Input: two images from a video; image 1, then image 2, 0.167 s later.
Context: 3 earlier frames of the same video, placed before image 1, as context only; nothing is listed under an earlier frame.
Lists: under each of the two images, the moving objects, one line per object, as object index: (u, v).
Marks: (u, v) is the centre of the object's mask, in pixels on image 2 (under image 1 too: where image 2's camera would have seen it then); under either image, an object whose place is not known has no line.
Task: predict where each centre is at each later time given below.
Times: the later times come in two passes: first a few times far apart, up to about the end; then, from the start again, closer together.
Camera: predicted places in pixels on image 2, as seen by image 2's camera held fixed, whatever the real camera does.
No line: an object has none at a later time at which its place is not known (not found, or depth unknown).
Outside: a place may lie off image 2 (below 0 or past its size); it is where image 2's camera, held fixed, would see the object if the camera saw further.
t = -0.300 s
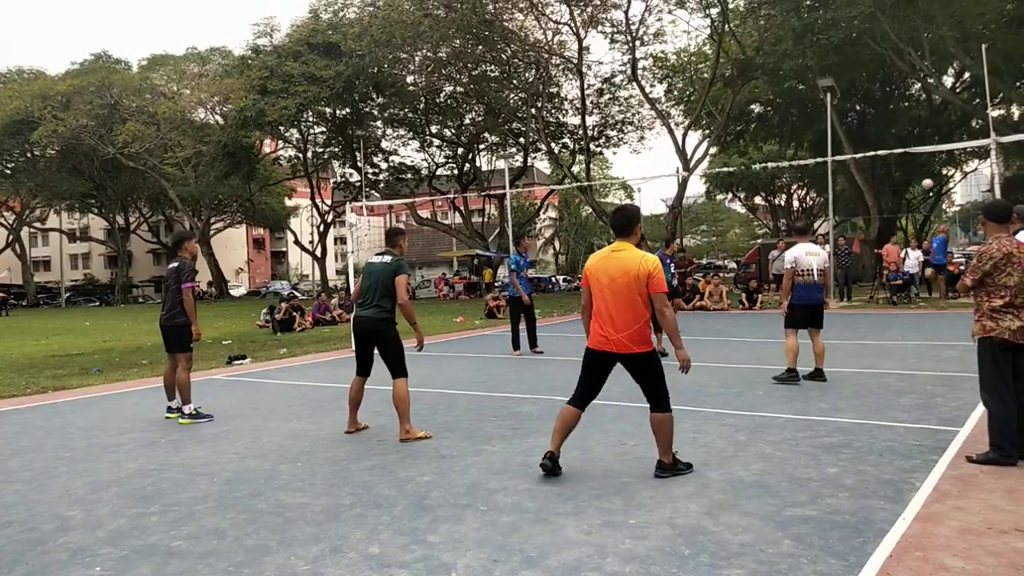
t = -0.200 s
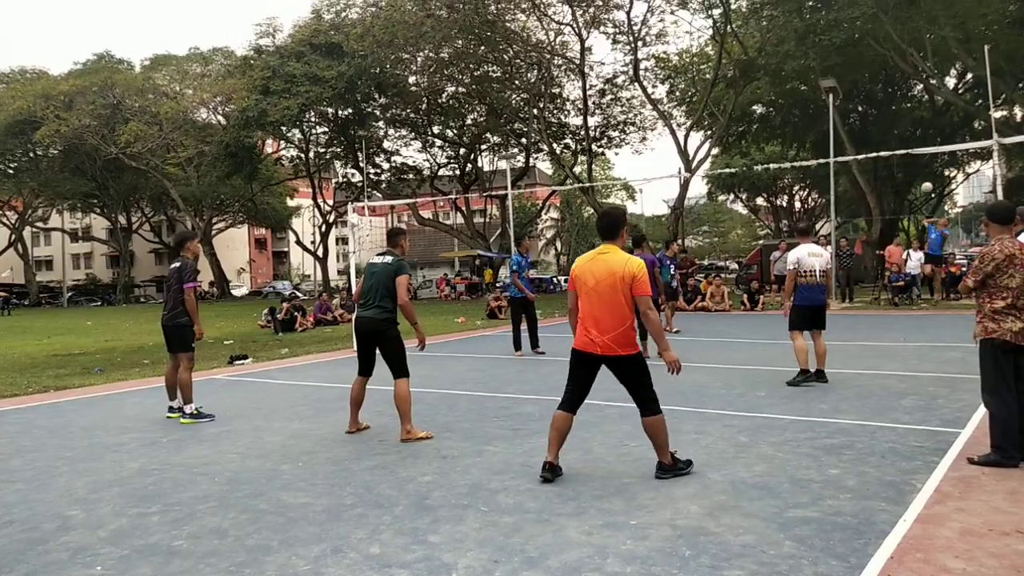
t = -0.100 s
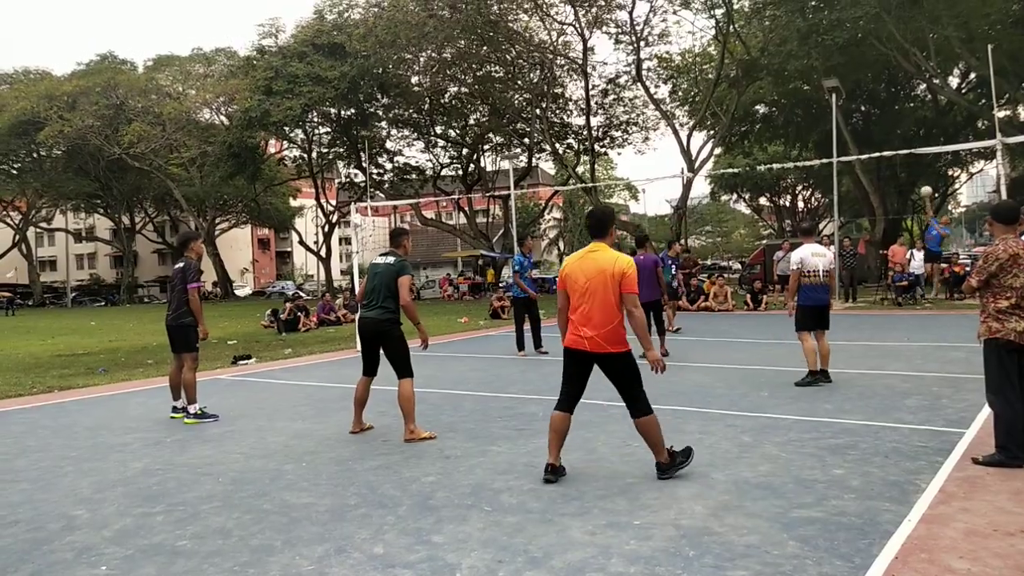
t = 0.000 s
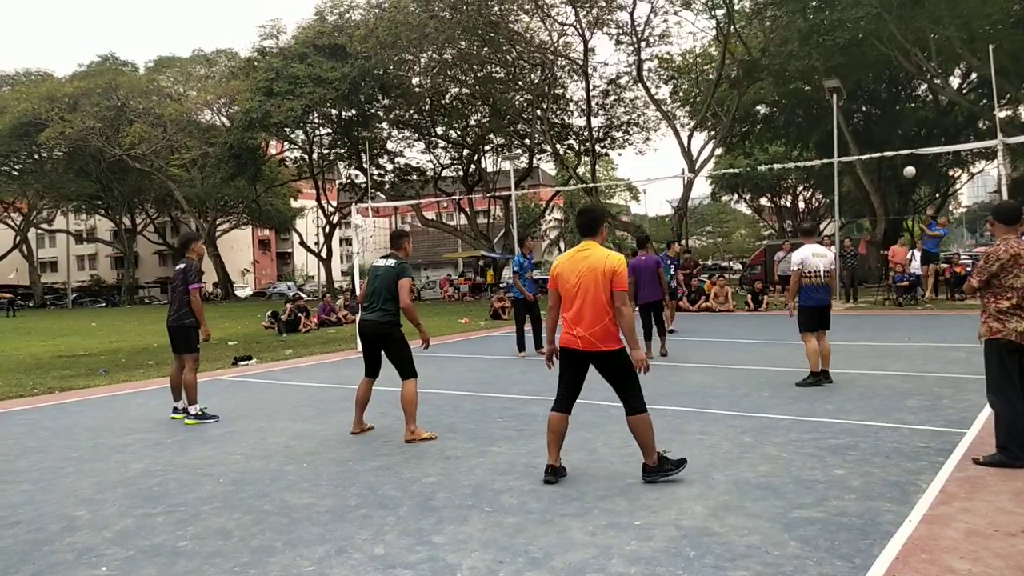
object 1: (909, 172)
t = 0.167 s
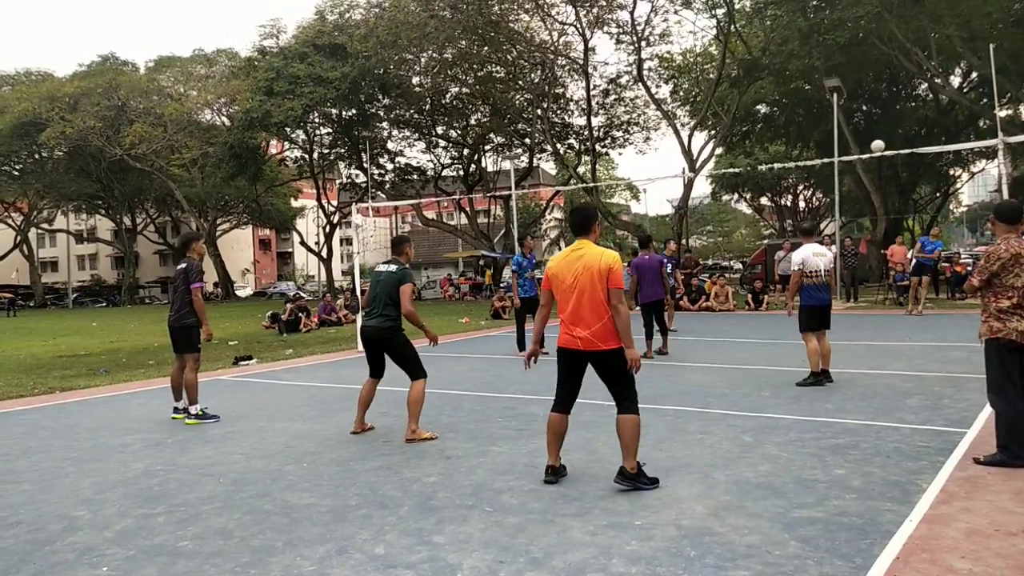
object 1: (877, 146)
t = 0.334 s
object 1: (839, 133)
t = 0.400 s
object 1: (821, 133)
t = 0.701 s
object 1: (707, 187)
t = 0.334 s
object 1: (839, 133)
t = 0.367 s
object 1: (830, 133)
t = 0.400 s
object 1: (821, 133)
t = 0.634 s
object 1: (740, 165)
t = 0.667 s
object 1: (724, 175)
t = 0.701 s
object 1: (707, 187)
